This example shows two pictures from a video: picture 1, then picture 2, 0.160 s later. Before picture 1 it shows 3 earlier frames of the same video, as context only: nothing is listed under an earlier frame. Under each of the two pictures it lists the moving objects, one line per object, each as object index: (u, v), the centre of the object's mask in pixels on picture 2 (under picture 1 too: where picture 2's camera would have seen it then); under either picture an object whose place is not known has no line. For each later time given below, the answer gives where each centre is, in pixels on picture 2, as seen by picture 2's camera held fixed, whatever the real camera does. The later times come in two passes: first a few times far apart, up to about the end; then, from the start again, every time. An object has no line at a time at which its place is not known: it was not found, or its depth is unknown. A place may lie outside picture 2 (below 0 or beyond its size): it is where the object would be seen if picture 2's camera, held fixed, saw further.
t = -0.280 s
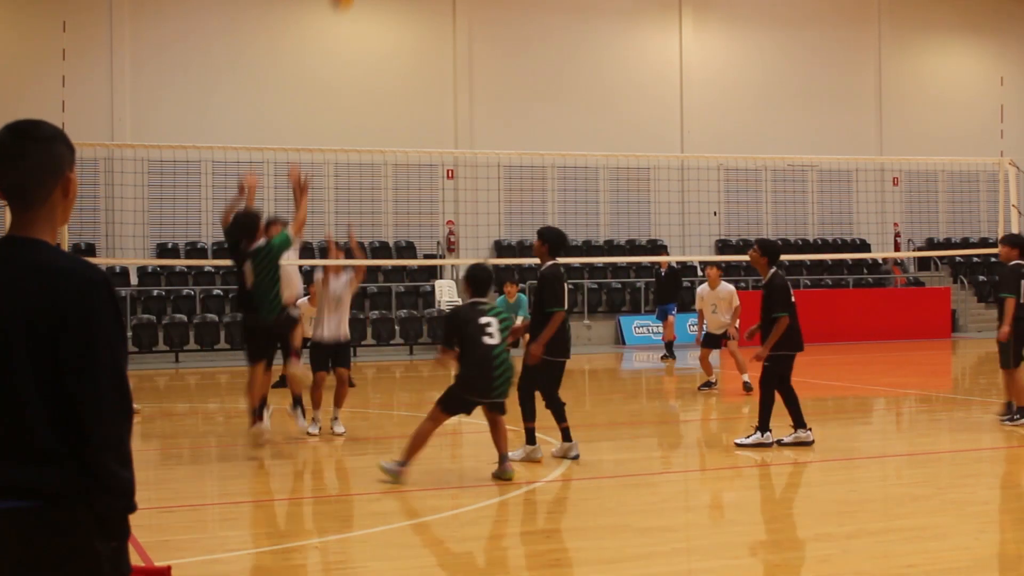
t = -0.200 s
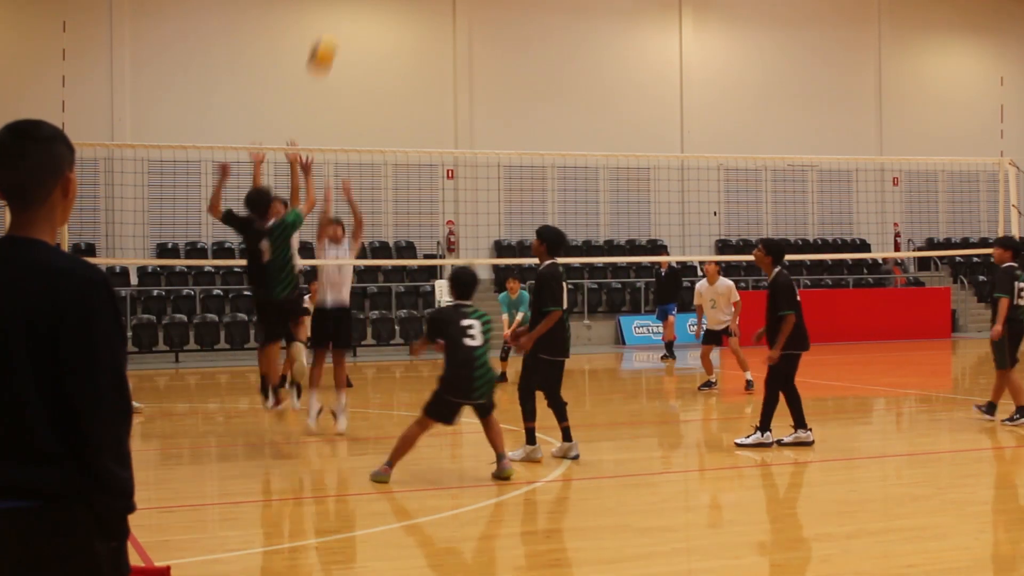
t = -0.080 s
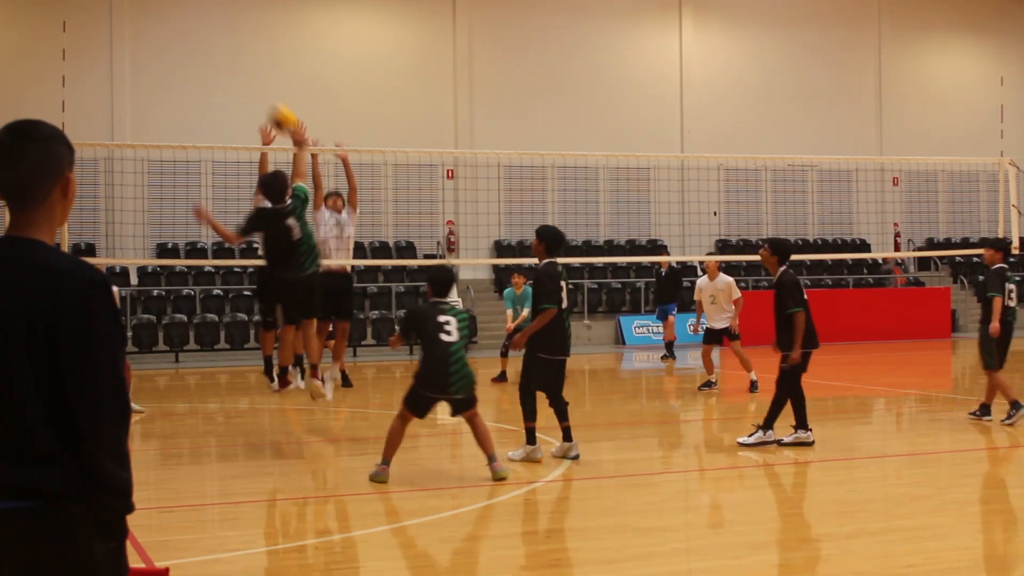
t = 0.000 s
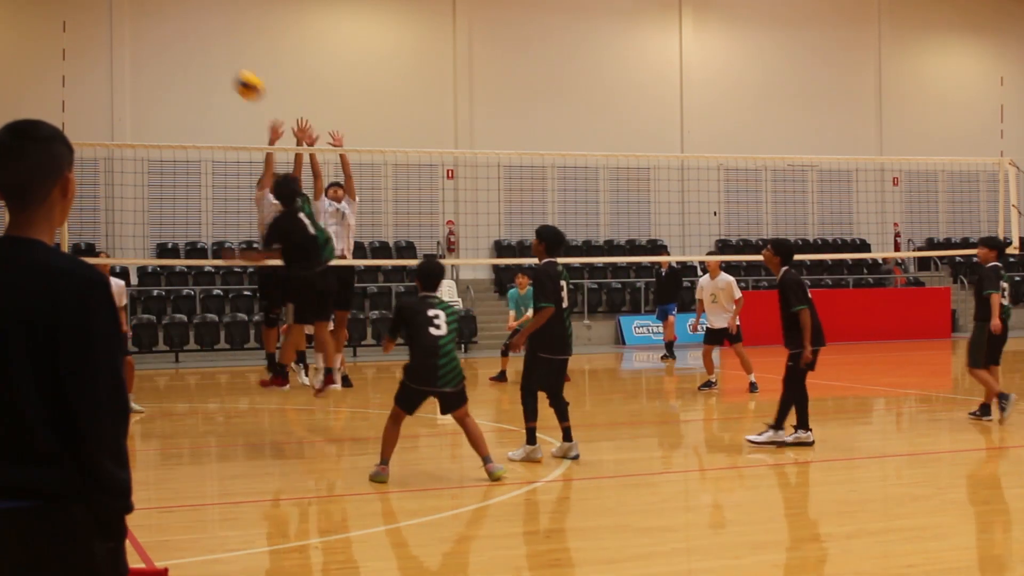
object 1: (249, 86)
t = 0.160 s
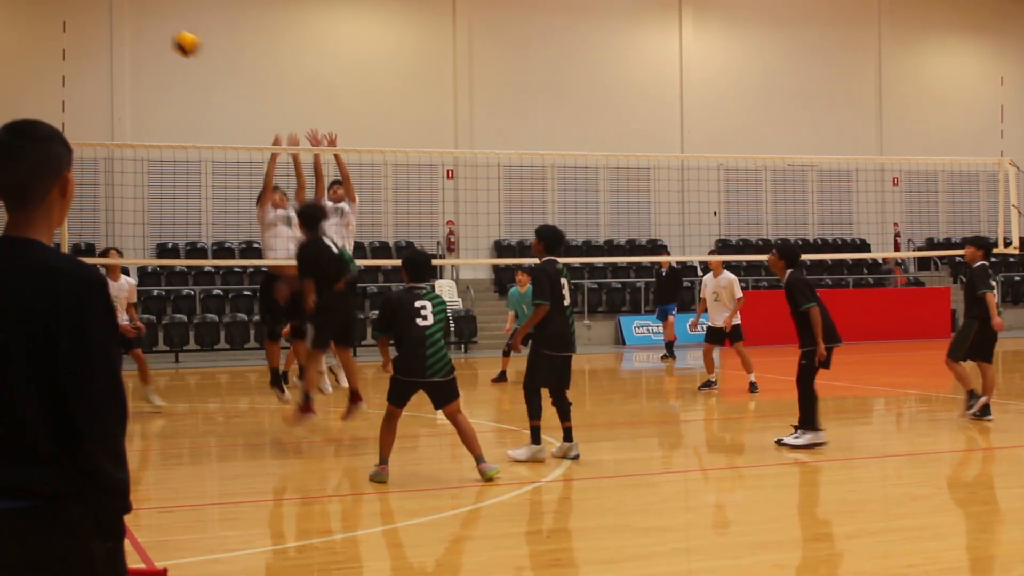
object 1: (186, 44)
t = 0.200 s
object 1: (172, 39)
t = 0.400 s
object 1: (102, 38)
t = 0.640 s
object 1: (31, 92)
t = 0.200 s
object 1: (172, 39)
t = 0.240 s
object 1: (157, 35)
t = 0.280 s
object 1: (143, 33)
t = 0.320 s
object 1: (129, 33)
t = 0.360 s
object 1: (116, 35)
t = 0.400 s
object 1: (102, 38)
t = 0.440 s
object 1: (90, 43)
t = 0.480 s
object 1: (78, 50)
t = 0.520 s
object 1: (66, 58)
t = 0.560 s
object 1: (53, 68)
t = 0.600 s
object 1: (42, 80)
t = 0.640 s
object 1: (31, 92)
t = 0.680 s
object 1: (21, 107)
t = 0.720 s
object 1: (10, 117)
